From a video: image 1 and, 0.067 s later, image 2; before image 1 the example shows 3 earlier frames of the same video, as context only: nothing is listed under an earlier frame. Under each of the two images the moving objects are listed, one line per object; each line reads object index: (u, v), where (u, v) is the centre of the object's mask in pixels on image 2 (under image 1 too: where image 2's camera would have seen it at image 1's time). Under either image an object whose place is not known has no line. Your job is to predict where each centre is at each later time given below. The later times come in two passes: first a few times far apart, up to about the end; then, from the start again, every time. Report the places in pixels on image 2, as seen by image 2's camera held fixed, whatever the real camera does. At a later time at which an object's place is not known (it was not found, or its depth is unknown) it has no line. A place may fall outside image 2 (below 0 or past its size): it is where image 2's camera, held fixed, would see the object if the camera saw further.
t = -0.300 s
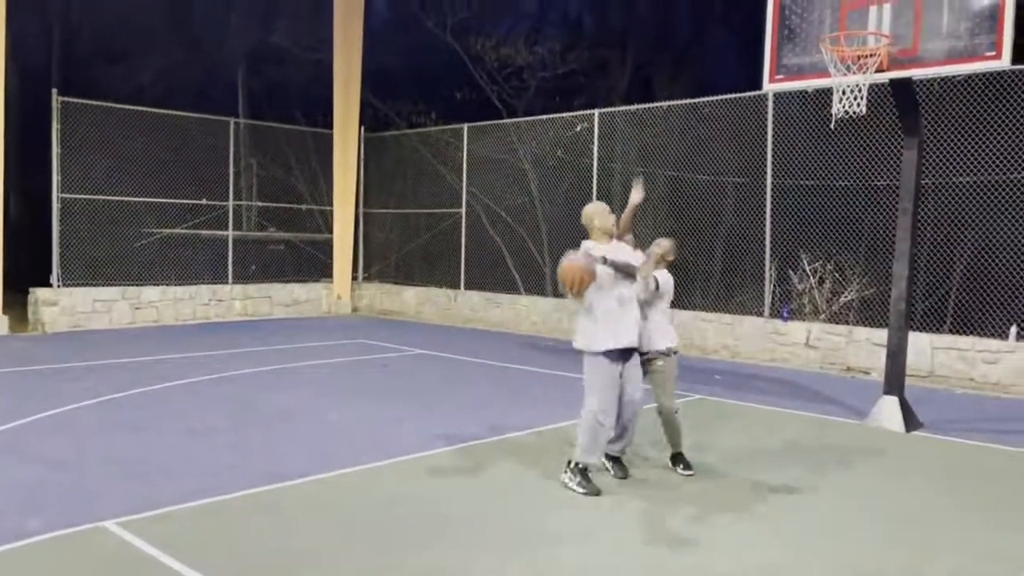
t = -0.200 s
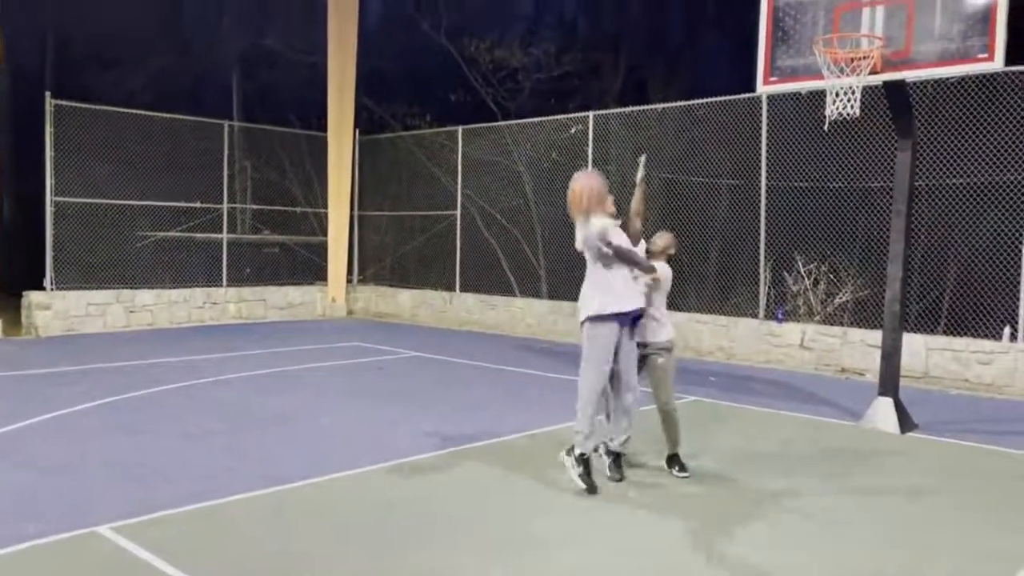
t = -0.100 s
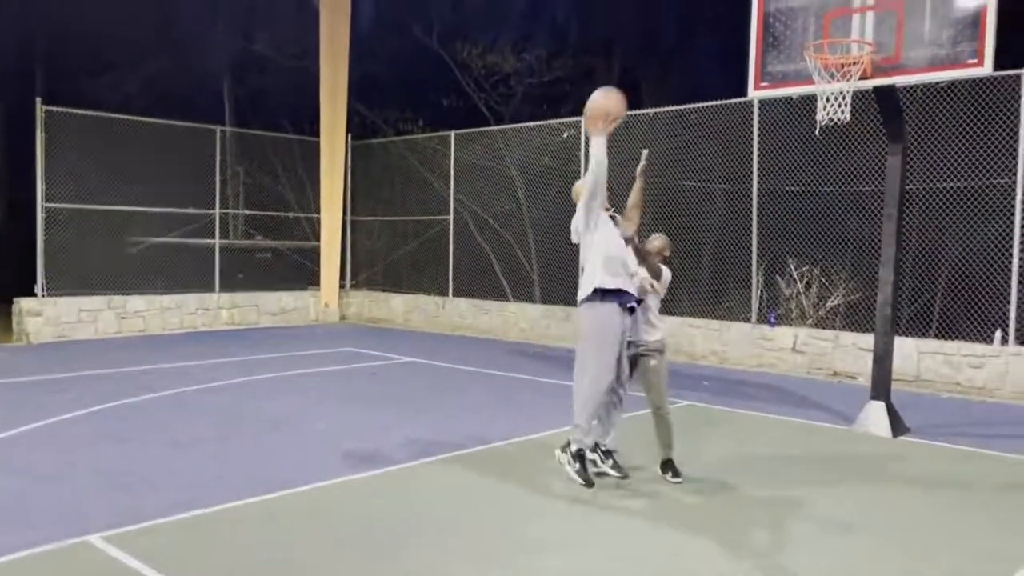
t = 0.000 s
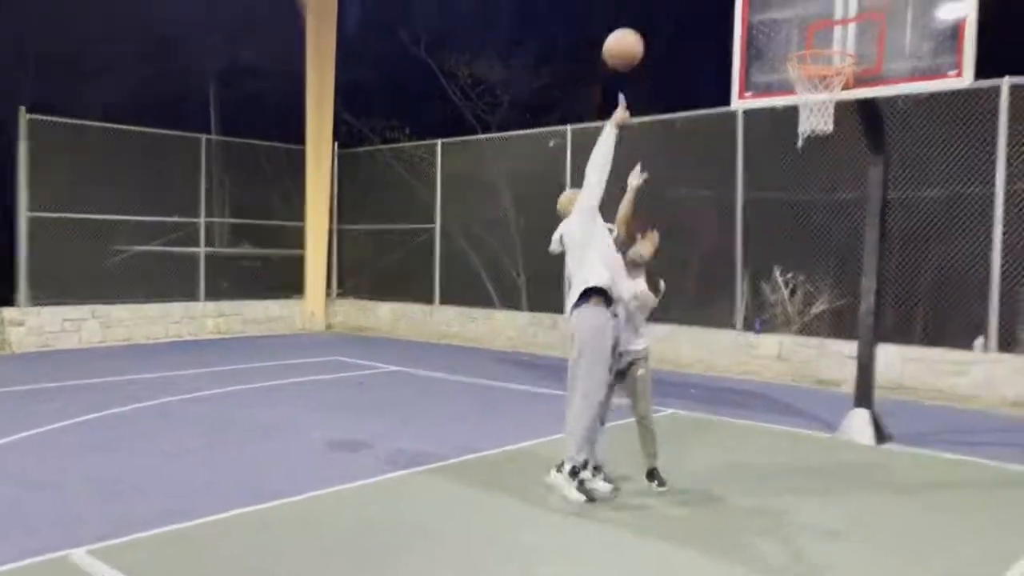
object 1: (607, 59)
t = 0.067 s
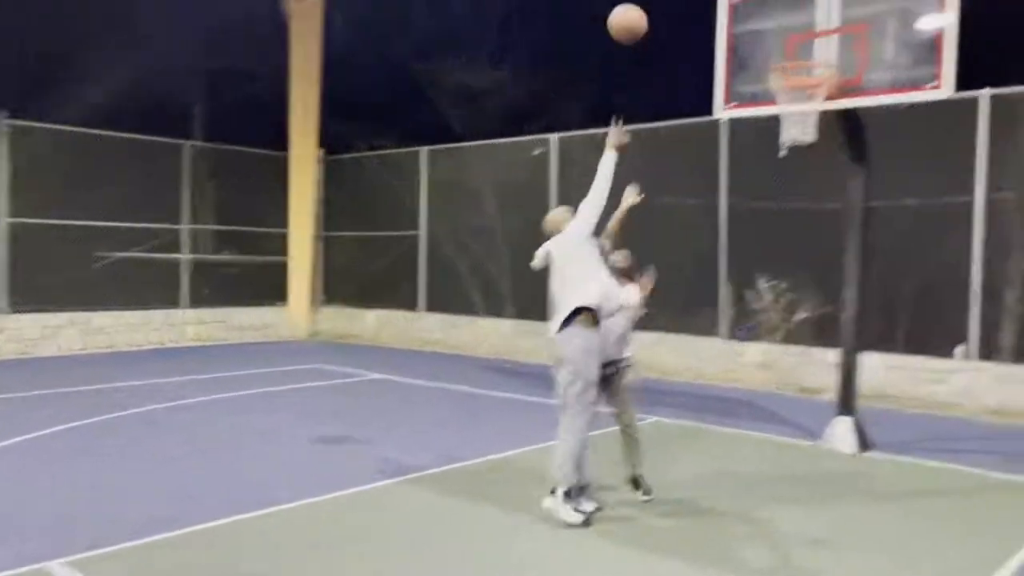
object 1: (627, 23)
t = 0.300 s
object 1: (689, -26)
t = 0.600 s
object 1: (747, 4)
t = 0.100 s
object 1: (637, 10)
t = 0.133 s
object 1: (647, 1)
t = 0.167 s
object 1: (656, -7)
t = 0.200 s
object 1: (665, -13)
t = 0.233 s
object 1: (673, -18)
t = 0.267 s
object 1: (681, -23)
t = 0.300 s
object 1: (689, -26)
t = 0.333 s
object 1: (697, -28)
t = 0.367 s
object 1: (704, -30)
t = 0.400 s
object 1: (711, -30)
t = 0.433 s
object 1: (718, -29)
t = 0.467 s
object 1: (723, -28)
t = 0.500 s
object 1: (730, -22)
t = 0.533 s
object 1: (736, -15)
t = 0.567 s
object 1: (742, -9)
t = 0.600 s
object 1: (747, 4)
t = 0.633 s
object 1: (752, 15)
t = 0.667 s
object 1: (756, 27)
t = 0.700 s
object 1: (763, 40)
